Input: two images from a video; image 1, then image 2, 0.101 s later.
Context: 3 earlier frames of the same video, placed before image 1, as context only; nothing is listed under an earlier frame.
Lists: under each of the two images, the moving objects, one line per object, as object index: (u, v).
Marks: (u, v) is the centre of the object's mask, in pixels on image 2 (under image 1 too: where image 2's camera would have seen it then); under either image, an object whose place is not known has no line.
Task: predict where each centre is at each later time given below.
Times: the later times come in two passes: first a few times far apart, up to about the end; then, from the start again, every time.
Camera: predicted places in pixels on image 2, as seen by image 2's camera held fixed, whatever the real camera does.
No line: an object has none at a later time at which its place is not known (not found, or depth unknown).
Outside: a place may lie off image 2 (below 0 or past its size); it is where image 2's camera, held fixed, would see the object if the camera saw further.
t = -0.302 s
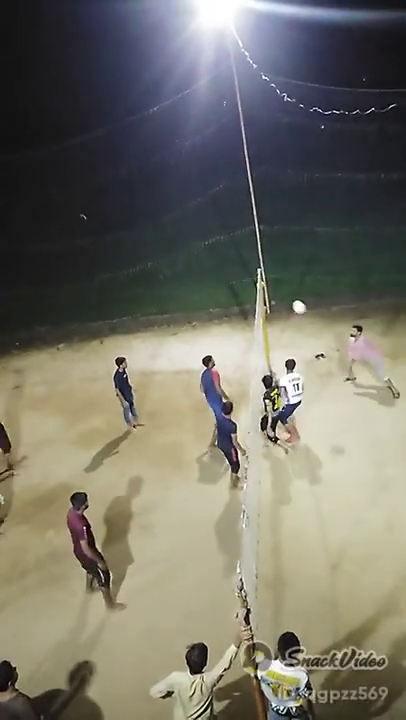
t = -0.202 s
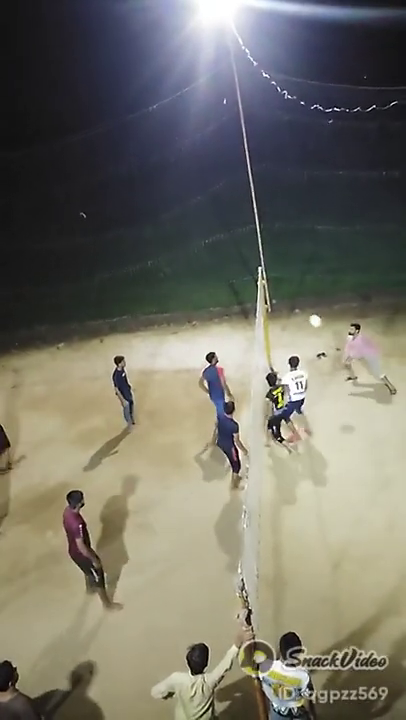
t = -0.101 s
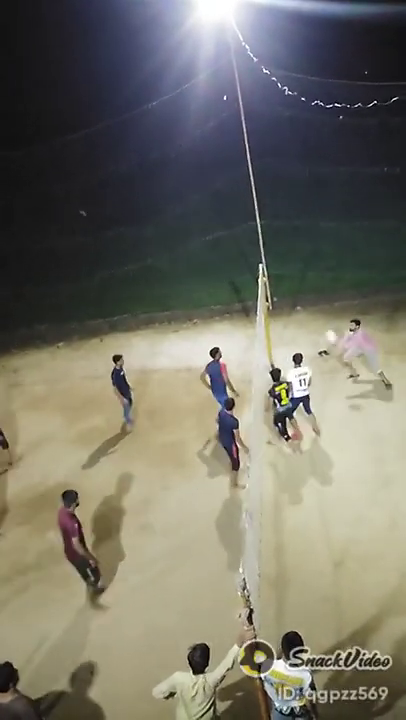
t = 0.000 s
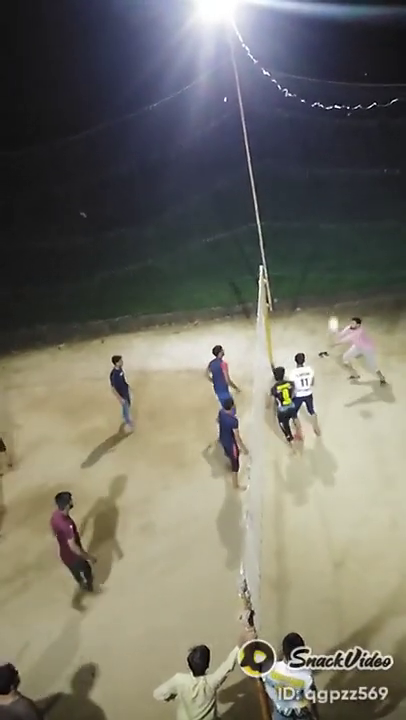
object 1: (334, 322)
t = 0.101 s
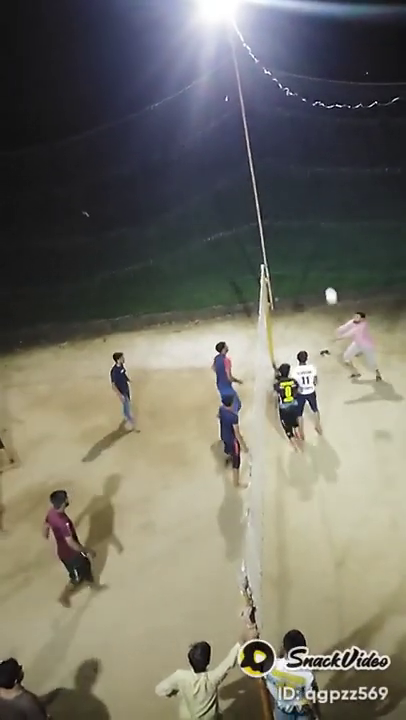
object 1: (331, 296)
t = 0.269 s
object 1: (325, 259)
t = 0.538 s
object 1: (318, 226)
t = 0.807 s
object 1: (314, 232)
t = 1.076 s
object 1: (312, 281)
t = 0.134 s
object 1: (329, 287)
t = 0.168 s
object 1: (328, 279)
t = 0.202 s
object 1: (327, 272)
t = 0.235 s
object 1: (326, 265)
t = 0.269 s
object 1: (325, 259)
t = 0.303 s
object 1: (324, 253)
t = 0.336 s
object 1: (323, 247)
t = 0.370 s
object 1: (322, 242)
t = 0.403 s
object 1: (321, 238)
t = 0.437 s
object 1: (321, 234)
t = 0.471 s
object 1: (320, 231)
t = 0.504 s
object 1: (319, 228)
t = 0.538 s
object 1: (318, 226)
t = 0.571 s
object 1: (317, 225)
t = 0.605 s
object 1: (317, 224)
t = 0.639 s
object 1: (316, 223)
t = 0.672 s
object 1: (316, 224)
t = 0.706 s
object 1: (315, 225)
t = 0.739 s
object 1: (315, 227)
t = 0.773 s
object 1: (314, 229)
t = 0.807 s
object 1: (314, 232)
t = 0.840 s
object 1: (314, 236)
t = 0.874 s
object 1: (313, 240)
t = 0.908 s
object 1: (313, 246)
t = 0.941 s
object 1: (313, 252)
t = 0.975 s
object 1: (312, 258)
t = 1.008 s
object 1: (312, 266)
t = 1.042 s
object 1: (312, 274)
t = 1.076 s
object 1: (312, 281)
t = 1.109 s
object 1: (312, 290)
